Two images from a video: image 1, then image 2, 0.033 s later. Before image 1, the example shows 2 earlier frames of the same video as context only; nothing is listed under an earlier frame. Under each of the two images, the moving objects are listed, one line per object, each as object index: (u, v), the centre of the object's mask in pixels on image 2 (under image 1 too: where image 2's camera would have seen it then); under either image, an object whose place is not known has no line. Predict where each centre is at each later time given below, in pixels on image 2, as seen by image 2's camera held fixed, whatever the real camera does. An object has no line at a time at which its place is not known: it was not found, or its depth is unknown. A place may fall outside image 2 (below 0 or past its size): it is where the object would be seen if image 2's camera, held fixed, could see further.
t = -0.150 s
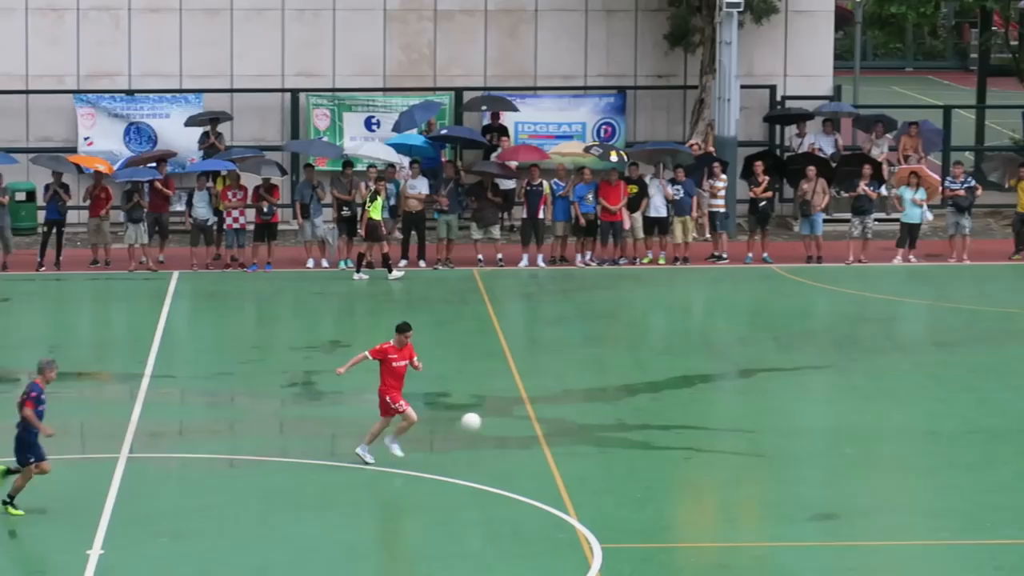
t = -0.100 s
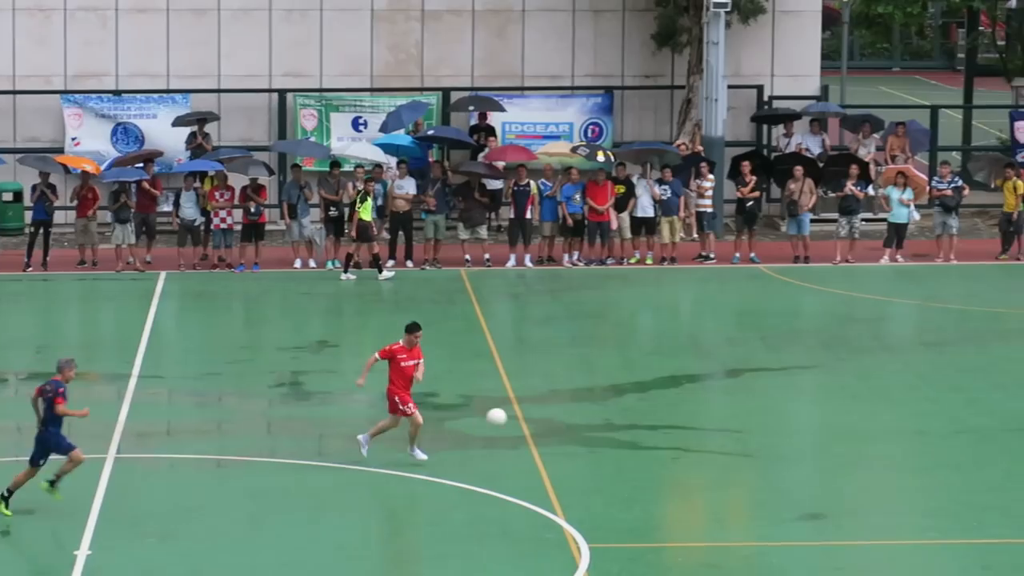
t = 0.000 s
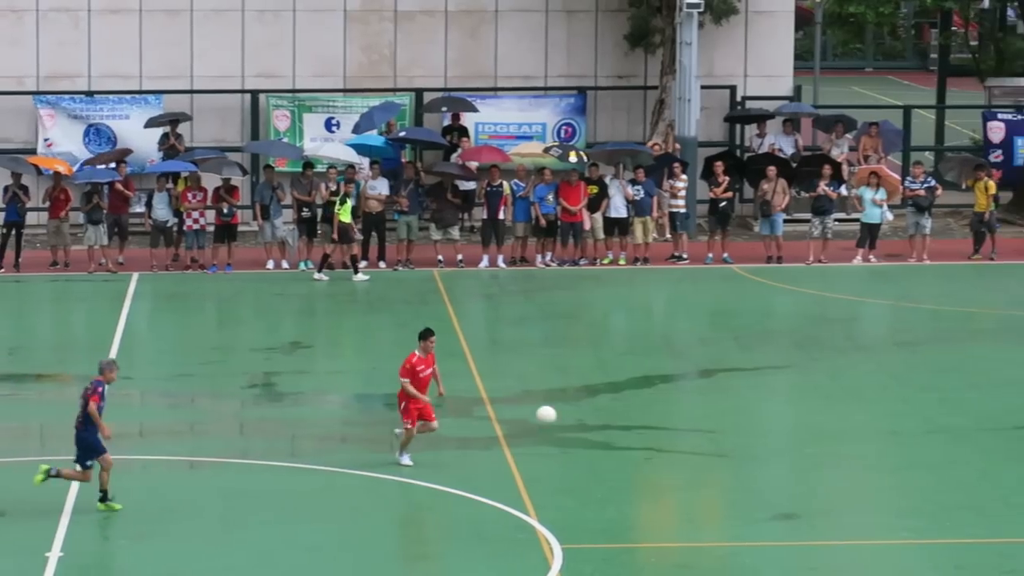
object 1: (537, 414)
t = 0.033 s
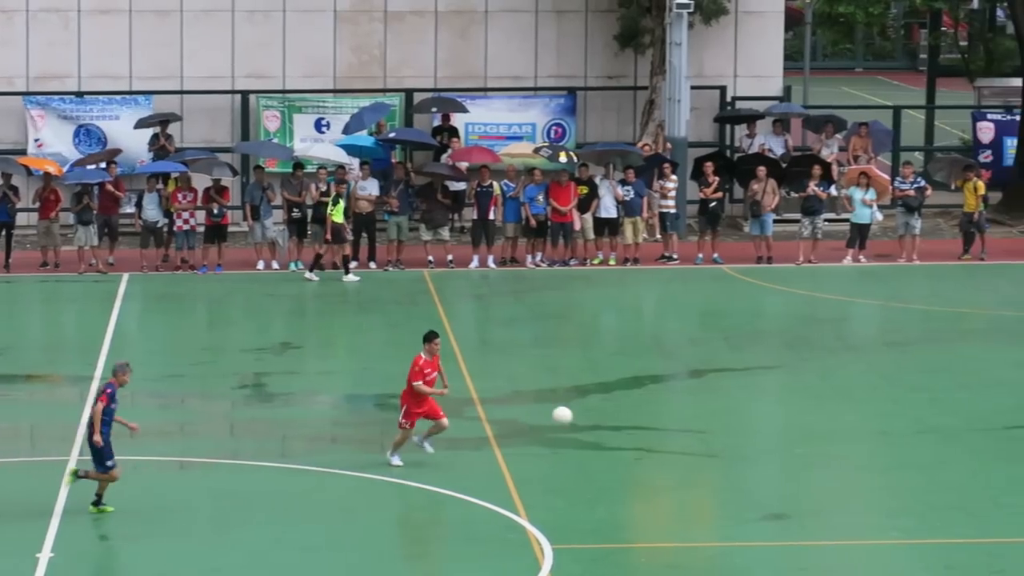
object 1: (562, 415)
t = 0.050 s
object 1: (575, 416)
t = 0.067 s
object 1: (587, 417)
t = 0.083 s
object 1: (600, 418)
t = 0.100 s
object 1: (612, 419)
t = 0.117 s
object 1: (625, 421)
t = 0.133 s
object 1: (637, 423)
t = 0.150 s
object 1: (650, 425)
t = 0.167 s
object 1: (664, 427)
